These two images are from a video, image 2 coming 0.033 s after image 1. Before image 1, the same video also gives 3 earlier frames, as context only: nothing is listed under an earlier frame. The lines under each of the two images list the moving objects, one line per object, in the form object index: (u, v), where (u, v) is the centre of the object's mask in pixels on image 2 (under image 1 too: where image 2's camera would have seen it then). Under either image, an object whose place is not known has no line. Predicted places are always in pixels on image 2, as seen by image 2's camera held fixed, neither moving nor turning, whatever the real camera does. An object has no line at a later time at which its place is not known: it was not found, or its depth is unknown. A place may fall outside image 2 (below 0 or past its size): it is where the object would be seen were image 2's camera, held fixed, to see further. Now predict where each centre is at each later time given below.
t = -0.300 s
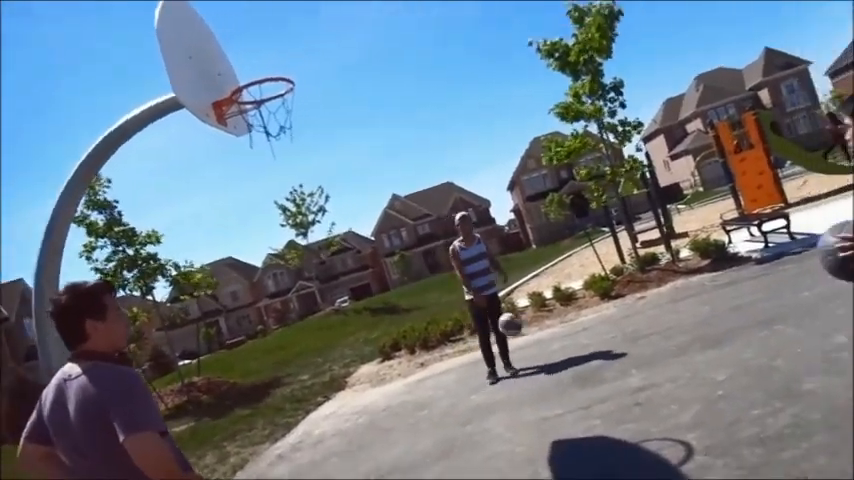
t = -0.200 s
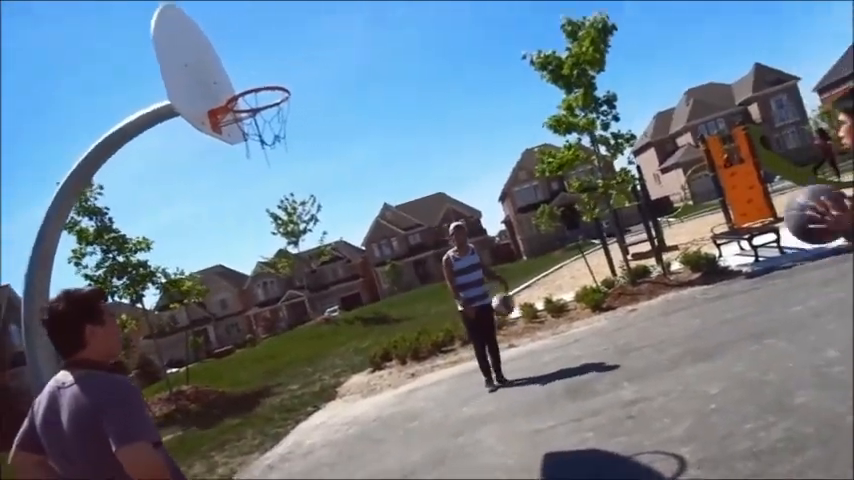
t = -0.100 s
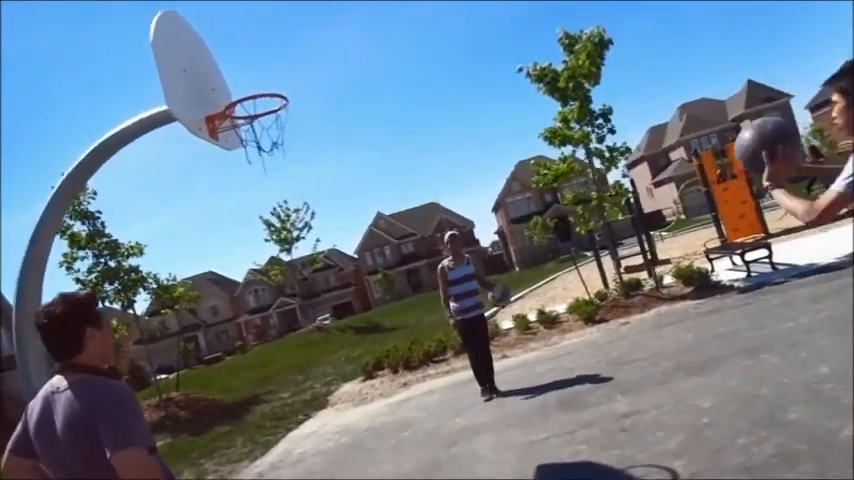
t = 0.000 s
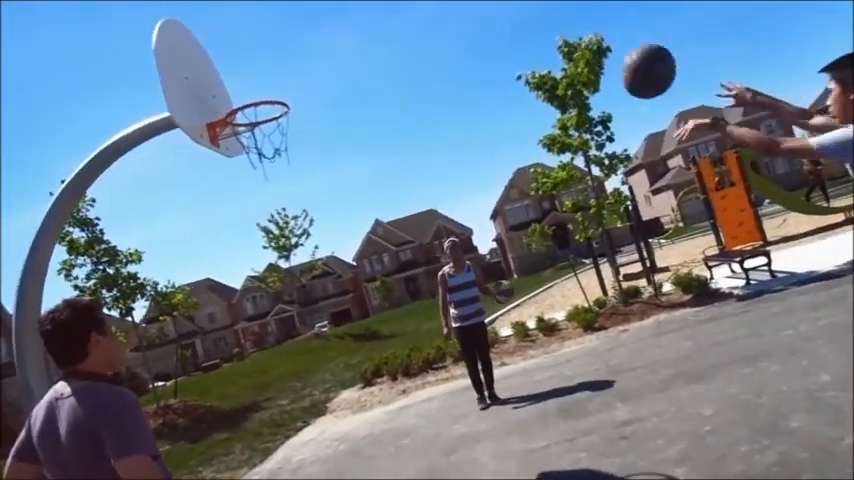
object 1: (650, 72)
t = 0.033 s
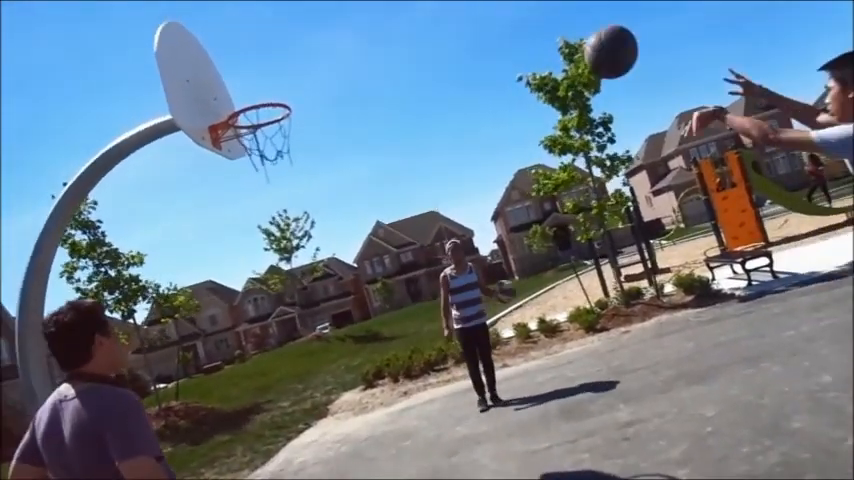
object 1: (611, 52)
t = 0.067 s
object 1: (577, 35)
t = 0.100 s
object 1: (545, 21)
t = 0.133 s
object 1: (515, 13)
